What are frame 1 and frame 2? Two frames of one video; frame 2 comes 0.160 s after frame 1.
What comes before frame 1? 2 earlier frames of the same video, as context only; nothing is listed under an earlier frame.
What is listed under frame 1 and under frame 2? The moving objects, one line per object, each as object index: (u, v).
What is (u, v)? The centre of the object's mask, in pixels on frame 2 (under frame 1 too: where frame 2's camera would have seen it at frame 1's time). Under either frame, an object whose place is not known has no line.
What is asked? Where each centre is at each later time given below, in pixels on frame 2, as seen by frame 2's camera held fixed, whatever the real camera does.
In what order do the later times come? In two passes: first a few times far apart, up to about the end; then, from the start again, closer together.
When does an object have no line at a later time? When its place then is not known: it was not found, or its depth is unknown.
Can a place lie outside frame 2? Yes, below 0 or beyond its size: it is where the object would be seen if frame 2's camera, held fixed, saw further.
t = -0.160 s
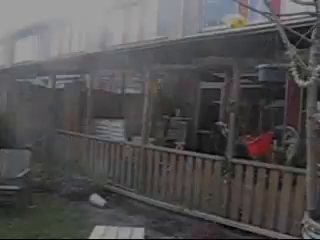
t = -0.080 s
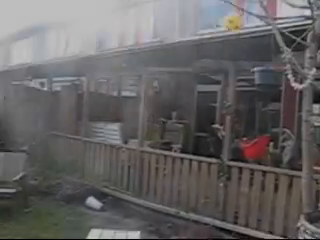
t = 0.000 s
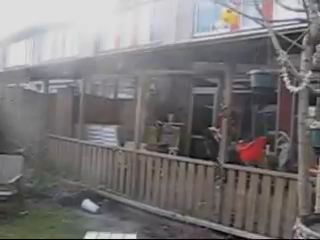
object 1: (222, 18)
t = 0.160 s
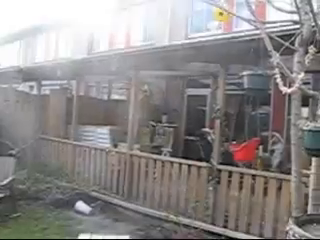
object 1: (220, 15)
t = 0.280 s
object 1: (220, 23)
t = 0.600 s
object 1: (207, 133)
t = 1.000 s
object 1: (181, 234)
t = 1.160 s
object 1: (161, 190)
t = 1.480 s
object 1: (114, 207)
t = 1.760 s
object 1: (64, 213)
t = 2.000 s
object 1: (17, 237)
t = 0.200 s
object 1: (220, 16)
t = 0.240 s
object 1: (220, 21)
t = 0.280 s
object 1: (220, 23)
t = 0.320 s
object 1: (218, 32)
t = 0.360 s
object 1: (218, 39)
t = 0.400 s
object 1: (216, 51)
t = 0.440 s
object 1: (214, 62)
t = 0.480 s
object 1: (213, 73)
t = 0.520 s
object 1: (211, 92)
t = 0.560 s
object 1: (209, 108)
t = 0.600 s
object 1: (207, 133)
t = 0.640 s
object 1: (205, 152)
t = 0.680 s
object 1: (203, 172)
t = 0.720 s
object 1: (200, 205)
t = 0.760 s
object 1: (197, 228)
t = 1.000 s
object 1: (181, 234)
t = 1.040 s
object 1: (176, 217)
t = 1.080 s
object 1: (172, 207)
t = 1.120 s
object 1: (166, 196)
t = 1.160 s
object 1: (161, 190)
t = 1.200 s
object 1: (157, 184)
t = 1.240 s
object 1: (150, 180)
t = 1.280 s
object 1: (145, 179)
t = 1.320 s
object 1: (137, 181)
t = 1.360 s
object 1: (132, 184)
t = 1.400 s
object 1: (127, 189)
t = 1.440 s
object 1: (119, 198)
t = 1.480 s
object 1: (114, 207)
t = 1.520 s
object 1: (105, 225)
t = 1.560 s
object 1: (99, 239)
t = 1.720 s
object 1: (71, 217)
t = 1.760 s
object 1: (64, 213)
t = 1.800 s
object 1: (58, 211)
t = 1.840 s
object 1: (47, 211)
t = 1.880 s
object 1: (41, 214)
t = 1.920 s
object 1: (31, 221)
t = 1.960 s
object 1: (24, 228)
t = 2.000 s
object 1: (17, 237)
